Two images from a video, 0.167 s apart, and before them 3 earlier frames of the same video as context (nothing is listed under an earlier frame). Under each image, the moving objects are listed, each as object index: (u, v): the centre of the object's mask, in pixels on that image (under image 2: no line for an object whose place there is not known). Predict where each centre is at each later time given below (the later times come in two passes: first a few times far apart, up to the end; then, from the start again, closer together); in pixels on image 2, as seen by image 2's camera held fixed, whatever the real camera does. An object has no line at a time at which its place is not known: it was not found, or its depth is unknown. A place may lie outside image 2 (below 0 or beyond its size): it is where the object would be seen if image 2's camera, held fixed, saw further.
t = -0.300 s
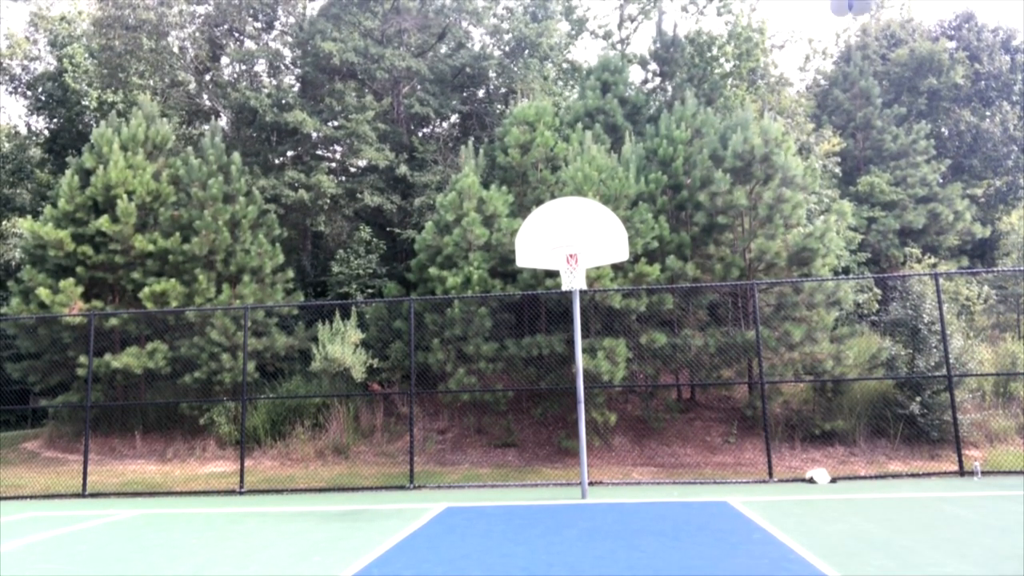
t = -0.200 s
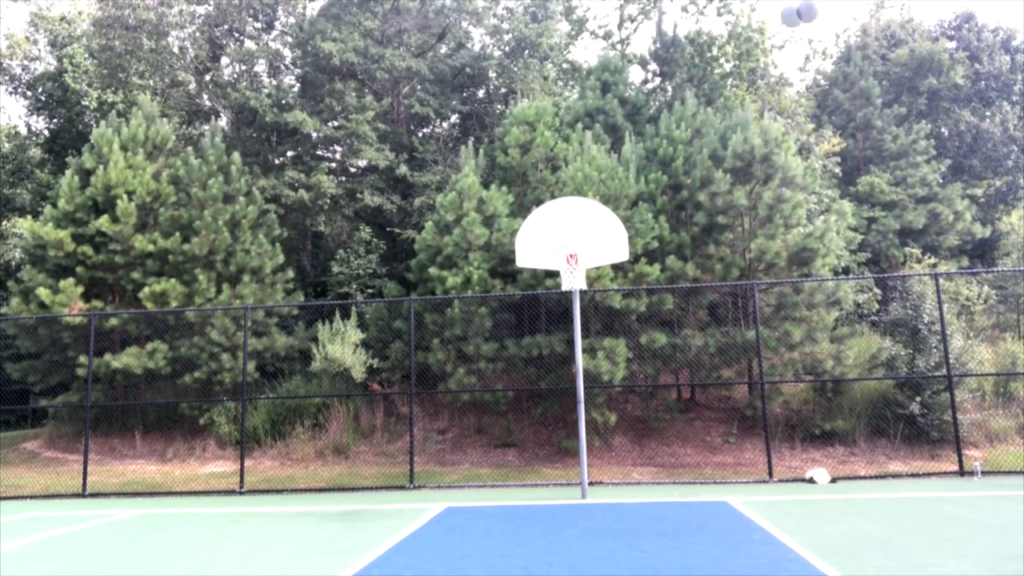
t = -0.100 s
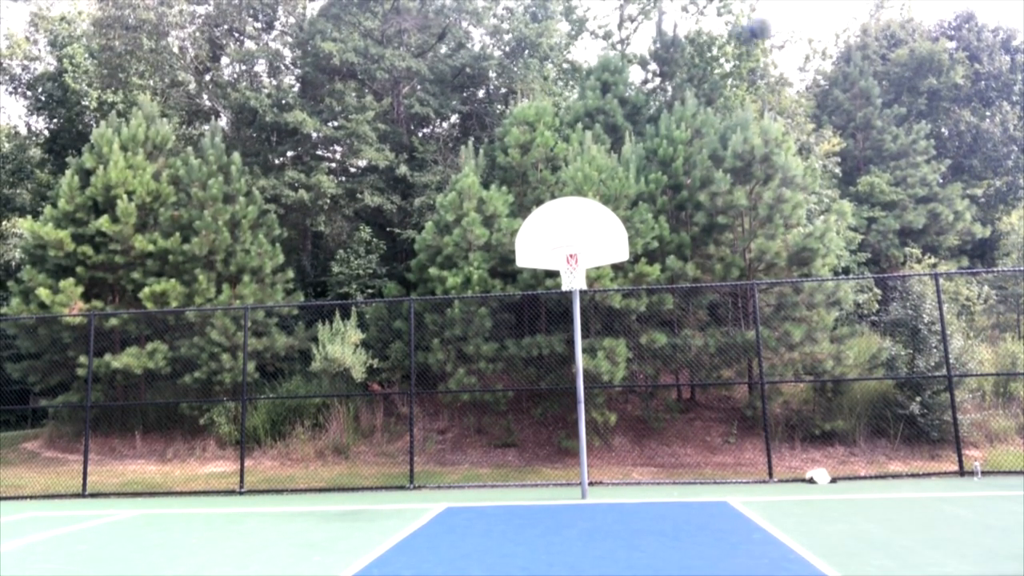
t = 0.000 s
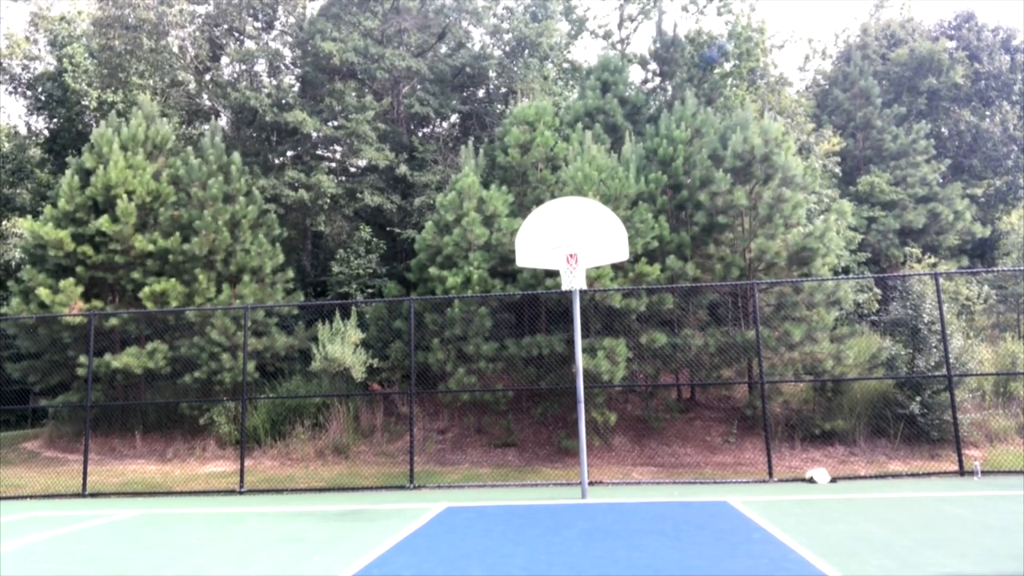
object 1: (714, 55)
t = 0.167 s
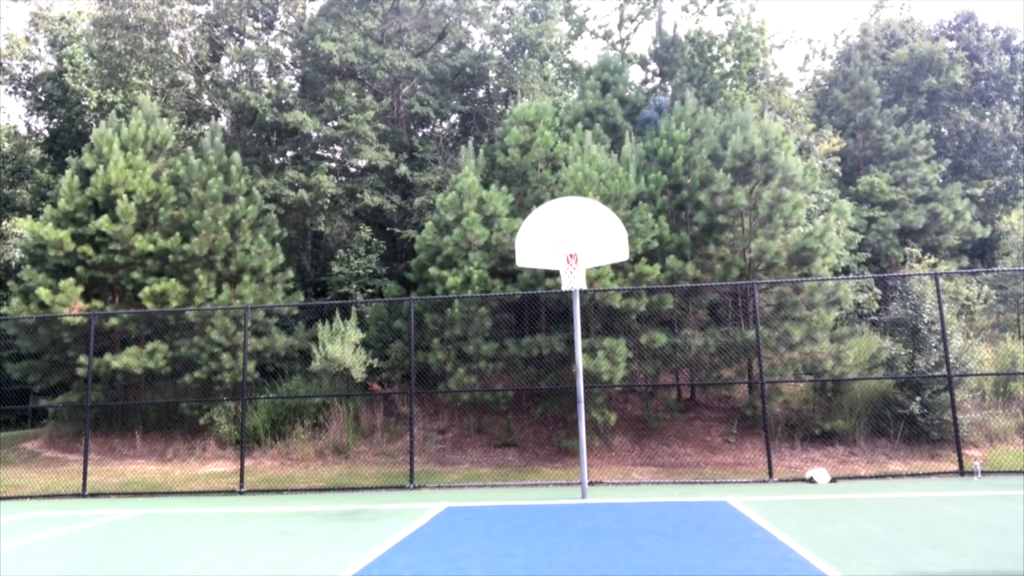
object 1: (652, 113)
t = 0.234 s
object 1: (631, 141)
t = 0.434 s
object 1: (582, 221)
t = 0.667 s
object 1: (548, 160)
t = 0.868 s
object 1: (523, 111)
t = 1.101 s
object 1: (493, 97)
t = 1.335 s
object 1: (468, 125)
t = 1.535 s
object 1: (443, 193)
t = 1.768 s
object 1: (413, 330)
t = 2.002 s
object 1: (379, 528)
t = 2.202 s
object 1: (354, 428)
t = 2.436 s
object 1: (312, 313)
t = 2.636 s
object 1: (276, 264)
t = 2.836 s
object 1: (239, 261)
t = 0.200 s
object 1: (643, 127)
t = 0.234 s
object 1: (631, 141)
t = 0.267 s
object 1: (621, 155)
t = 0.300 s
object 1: (611, 170)
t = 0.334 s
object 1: (603, 185)
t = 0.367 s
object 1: (597, 194)
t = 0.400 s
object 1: (599, 193)
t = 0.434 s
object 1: (582, 221)
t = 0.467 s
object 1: (574, 233)
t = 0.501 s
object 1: (569, 229)
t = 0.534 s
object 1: (565, 213)
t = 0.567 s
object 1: (560, 197)
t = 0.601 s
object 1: (556, 184)
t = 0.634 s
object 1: (552, 171)
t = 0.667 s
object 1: (548, 160)
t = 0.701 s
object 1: (544, 150)
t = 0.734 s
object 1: (539, 140)
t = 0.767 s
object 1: (534, 132)
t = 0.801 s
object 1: (530, 124)
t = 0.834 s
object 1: (527, 117)
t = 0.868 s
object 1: (523, 111)
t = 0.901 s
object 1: (519, 106)
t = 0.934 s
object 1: (515, 103)
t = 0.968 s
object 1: (510, 99)
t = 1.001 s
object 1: (507, 98)
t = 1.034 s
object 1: (503, 96)
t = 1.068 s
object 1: (498, 96)
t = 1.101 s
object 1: (493, 97)
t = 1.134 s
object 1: (490, 98)
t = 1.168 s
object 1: (487, 101)
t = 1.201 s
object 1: (484, 104)
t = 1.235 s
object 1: (479, 108)
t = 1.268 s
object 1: (475, 114)
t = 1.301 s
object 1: (471, 120)
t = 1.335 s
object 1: (468, 125)
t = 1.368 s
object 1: (462, 137)
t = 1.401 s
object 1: (460, 144)
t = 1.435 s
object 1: (455, 155)
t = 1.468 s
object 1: (451, 169)
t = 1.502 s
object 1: (447, 177)
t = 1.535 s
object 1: (443, 193)
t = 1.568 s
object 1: (441, 207)
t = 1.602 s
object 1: (436, 222)
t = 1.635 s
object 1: (429, 247)
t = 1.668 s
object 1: (424, 267)
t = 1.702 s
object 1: (421, 285)
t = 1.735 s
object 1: (417, 307)
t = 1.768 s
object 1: (413, 330)
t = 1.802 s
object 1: (409, 354)
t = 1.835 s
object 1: (404, 379)
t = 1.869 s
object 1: (400, 404)
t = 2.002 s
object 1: (379, 528)
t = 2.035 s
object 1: (375, 528)
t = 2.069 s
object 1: (373, 528)
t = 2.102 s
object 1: (368, 501)
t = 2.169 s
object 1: (360, 450)
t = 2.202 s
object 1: (354, 428)
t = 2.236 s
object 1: (348, 408)
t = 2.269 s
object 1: (341, 387)
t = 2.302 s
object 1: (335, 372)
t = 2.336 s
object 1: (330, 356)
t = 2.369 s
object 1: (324, 343)
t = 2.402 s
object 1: (318, 327)
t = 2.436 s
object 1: (312, 313)
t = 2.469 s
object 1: (308, 304)
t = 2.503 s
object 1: (299, 291)
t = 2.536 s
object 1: (294, 281)
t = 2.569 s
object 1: (288, 274)
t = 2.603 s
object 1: (283, 268)
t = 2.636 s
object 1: (276, 264)
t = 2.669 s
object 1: (271, 260)
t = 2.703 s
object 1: (263, 257)
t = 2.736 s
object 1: (258, 256)
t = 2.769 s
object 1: (251, 257)
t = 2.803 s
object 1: (245, 258)
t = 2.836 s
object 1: (239, 261)
